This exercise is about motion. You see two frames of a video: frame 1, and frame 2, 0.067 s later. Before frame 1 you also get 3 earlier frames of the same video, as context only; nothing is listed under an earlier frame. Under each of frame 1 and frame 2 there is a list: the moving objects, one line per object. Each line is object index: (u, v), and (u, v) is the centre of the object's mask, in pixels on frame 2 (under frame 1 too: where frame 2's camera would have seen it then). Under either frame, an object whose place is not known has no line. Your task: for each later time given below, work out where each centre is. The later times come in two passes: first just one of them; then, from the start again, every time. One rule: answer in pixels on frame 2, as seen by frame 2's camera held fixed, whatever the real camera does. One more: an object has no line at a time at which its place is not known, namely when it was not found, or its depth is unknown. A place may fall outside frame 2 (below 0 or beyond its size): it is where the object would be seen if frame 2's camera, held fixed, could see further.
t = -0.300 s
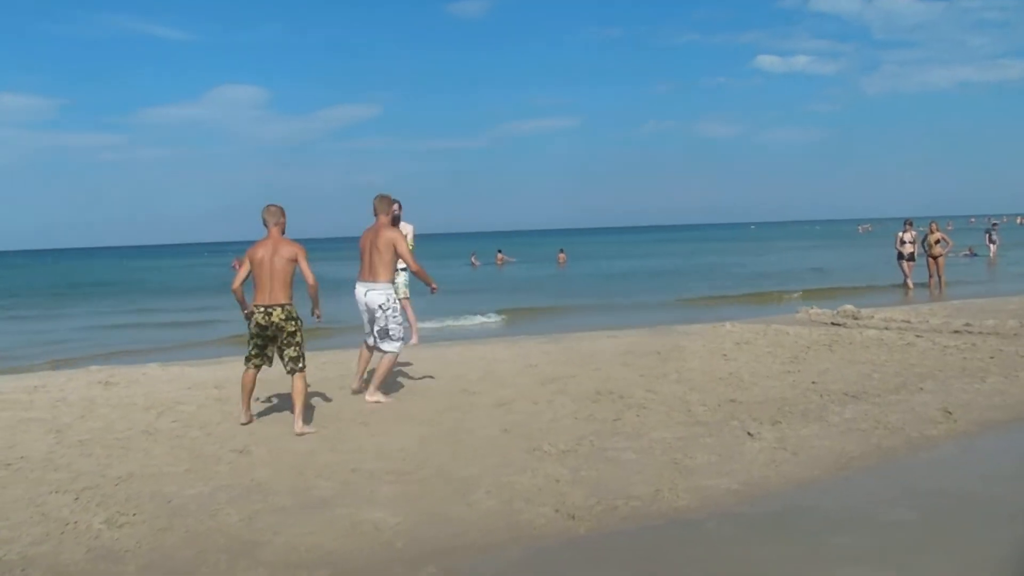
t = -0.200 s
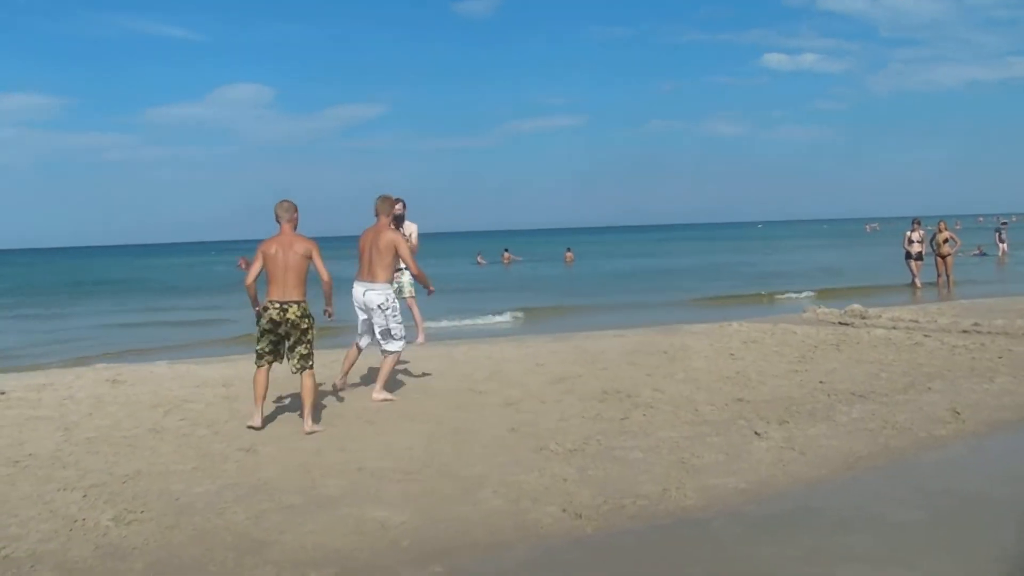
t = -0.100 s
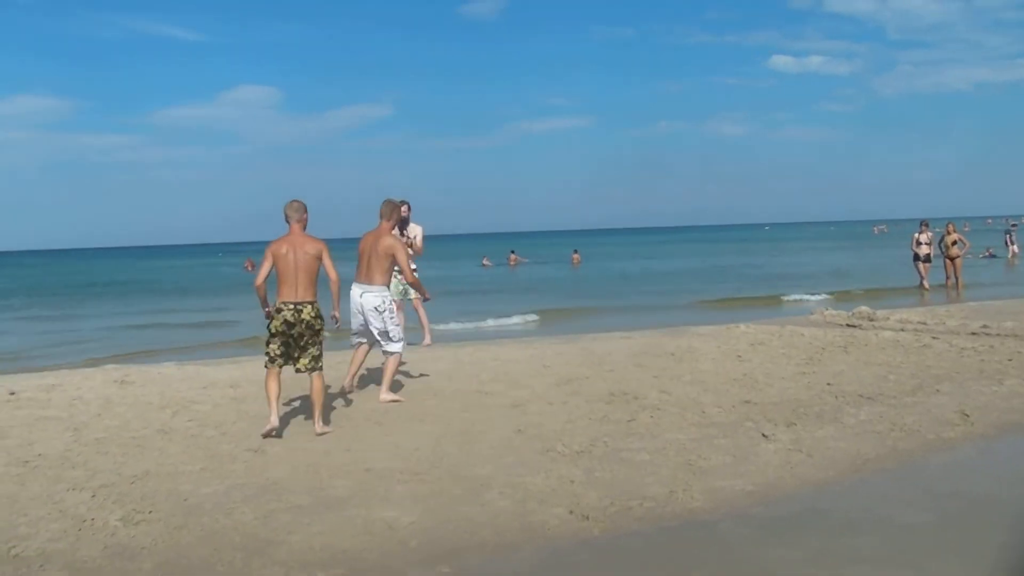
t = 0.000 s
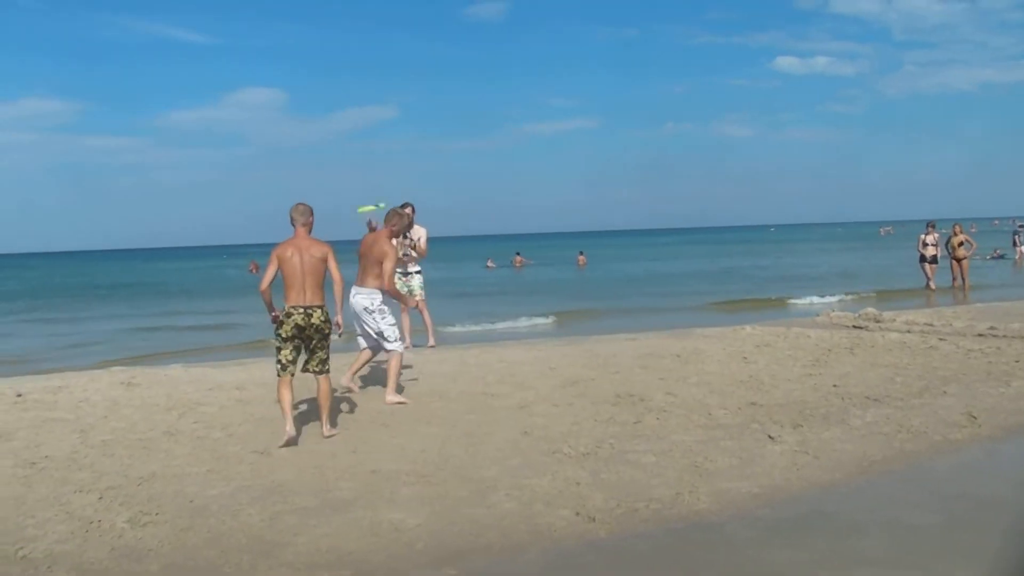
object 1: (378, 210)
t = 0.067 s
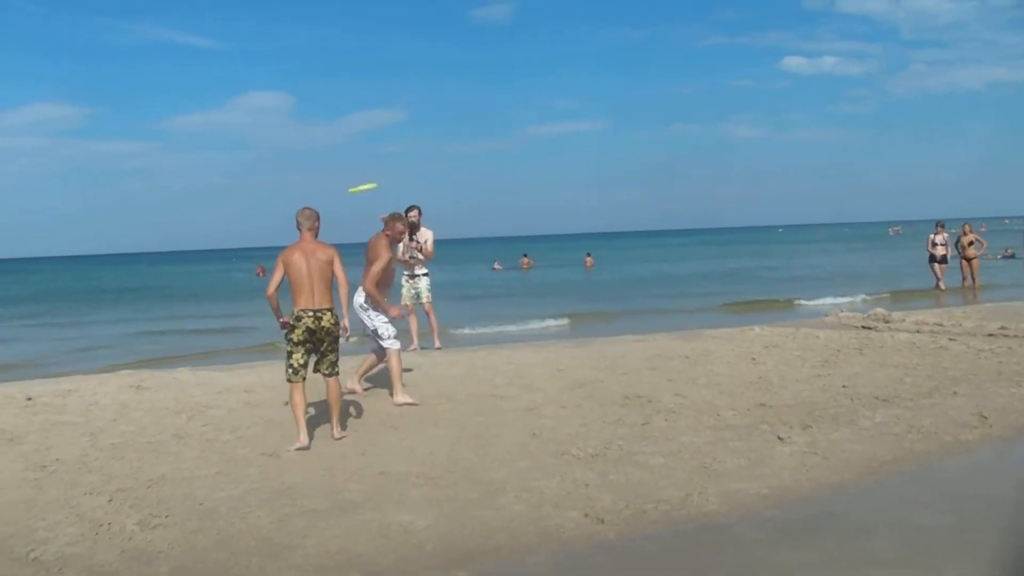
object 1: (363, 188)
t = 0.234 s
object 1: (326, 153)
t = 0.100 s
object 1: (355, 179)
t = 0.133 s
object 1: (349, 170)
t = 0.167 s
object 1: (341, 164)
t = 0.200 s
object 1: (333, 158)
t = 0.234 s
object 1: (326, 153)
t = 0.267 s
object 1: (318, 151)
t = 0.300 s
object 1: (311, 148)
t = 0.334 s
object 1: (305, 148)
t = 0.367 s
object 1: (299, 147)
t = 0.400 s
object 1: (292, 149)
